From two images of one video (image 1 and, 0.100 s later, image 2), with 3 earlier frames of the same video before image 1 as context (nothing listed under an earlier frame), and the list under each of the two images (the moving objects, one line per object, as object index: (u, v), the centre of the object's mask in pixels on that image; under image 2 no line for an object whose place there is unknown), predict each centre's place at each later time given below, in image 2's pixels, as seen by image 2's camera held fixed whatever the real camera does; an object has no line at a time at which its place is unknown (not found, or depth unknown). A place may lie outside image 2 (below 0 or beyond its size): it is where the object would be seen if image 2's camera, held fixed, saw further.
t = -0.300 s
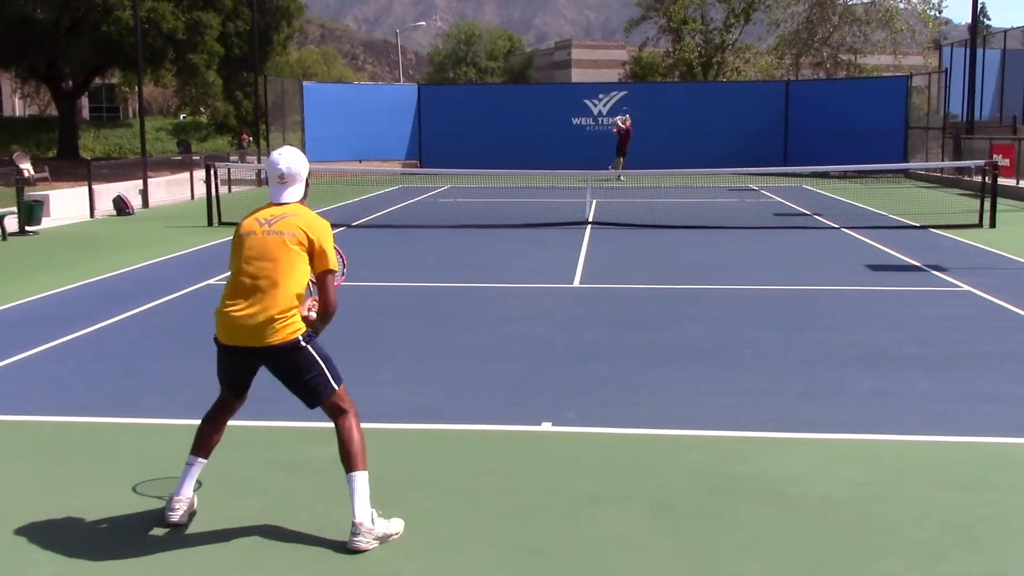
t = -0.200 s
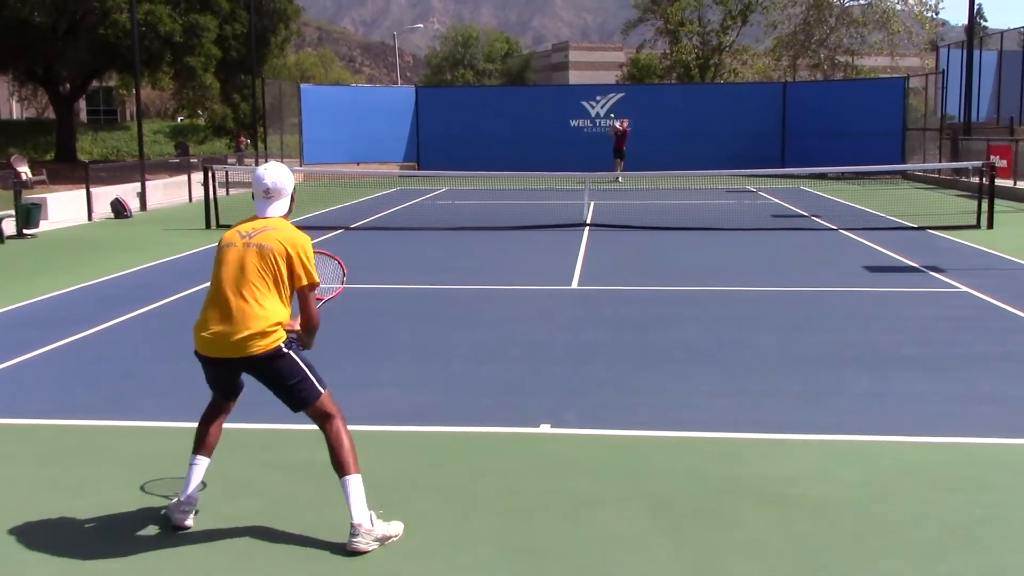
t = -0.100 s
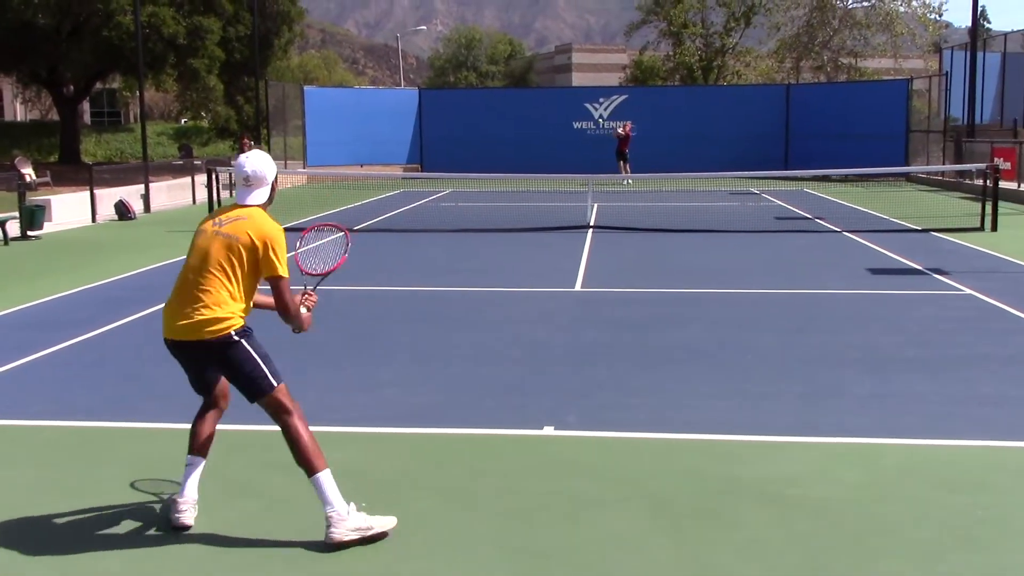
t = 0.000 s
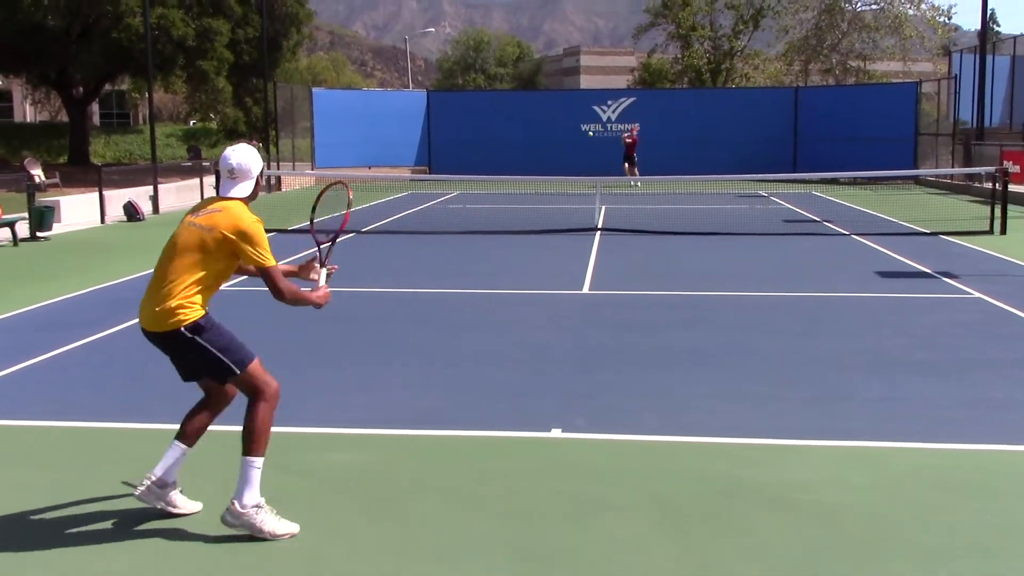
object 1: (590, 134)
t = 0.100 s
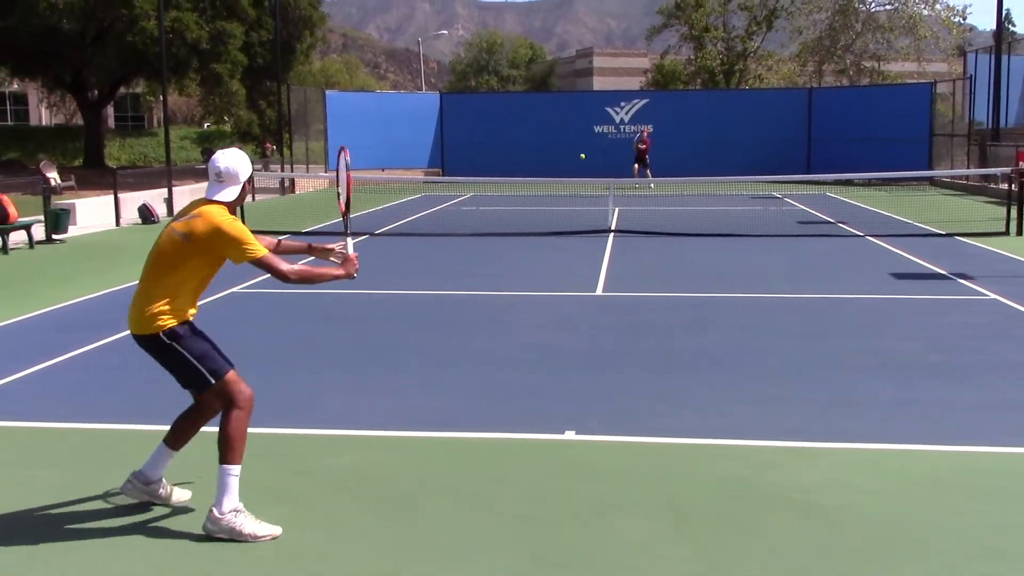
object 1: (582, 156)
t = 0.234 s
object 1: (547, 207)
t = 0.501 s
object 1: (441, 302)
